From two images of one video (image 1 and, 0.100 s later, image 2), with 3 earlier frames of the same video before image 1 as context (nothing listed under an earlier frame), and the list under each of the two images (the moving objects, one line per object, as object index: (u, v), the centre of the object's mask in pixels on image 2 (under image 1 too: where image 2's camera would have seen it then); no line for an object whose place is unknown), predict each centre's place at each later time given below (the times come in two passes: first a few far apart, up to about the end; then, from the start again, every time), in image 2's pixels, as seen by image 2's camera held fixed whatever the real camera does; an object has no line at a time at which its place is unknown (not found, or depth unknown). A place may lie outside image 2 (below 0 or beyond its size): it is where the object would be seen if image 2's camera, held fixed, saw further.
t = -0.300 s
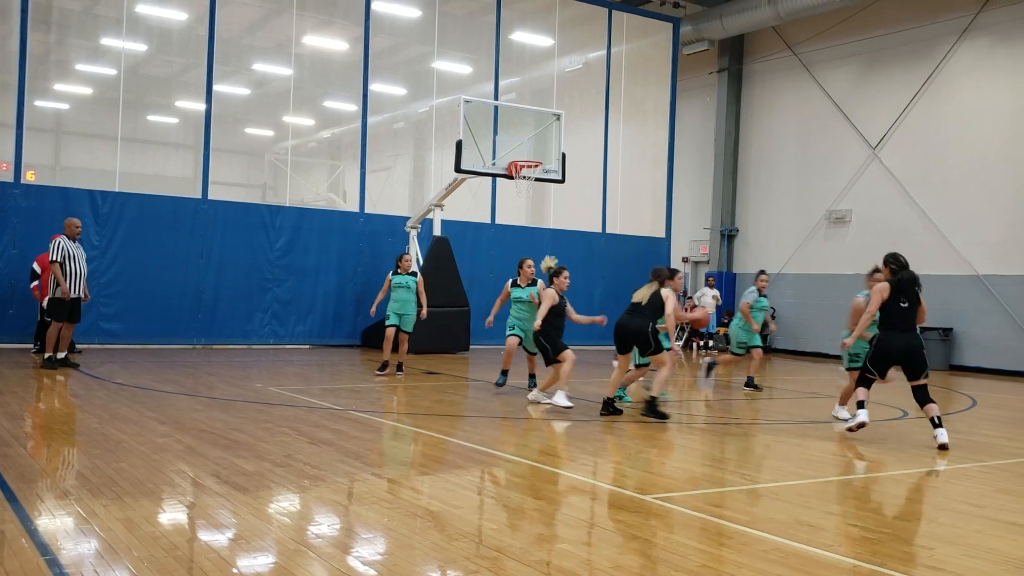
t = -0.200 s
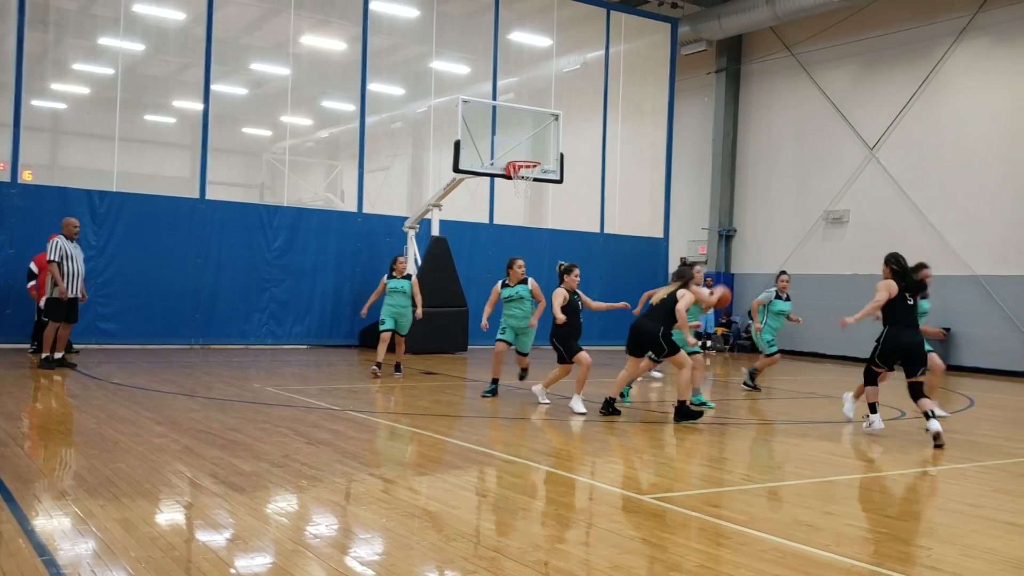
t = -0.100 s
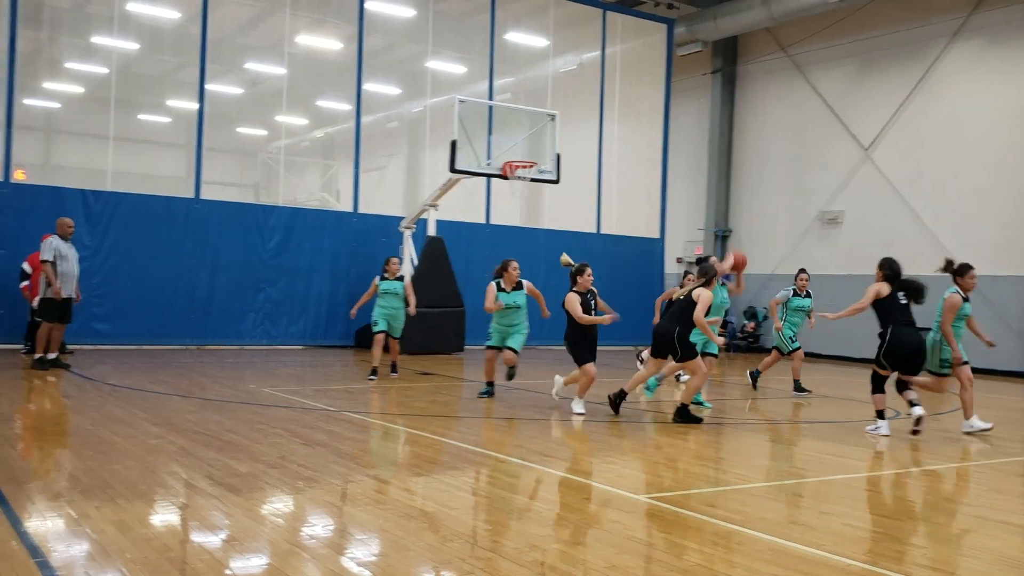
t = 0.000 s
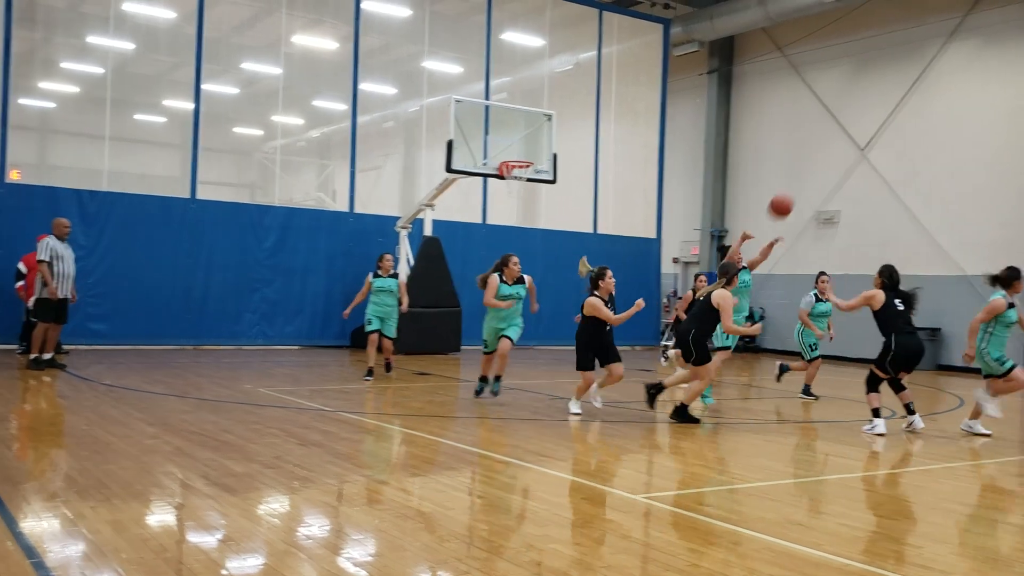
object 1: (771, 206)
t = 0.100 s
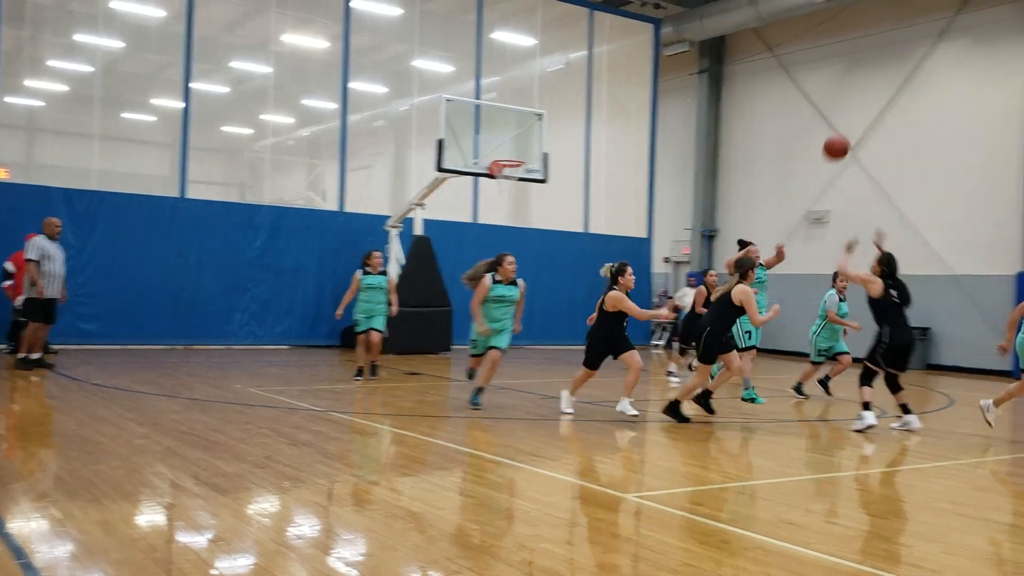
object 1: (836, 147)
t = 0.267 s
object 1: (965, 57)
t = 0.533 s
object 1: (1261, -59)
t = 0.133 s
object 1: (859, 129)
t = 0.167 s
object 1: (884, 110)
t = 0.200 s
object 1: (909, 92)
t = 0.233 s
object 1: (936, 74)
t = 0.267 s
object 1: (965, 57)
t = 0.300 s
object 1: (995, 40)
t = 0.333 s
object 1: (1027, 23)
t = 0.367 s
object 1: (1061, 7)
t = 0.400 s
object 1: (1095, -9)
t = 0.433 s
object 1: (1131, -23)
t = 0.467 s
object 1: (1170, -35)
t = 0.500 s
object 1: (1215, -47)
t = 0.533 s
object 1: (1261, -59)
